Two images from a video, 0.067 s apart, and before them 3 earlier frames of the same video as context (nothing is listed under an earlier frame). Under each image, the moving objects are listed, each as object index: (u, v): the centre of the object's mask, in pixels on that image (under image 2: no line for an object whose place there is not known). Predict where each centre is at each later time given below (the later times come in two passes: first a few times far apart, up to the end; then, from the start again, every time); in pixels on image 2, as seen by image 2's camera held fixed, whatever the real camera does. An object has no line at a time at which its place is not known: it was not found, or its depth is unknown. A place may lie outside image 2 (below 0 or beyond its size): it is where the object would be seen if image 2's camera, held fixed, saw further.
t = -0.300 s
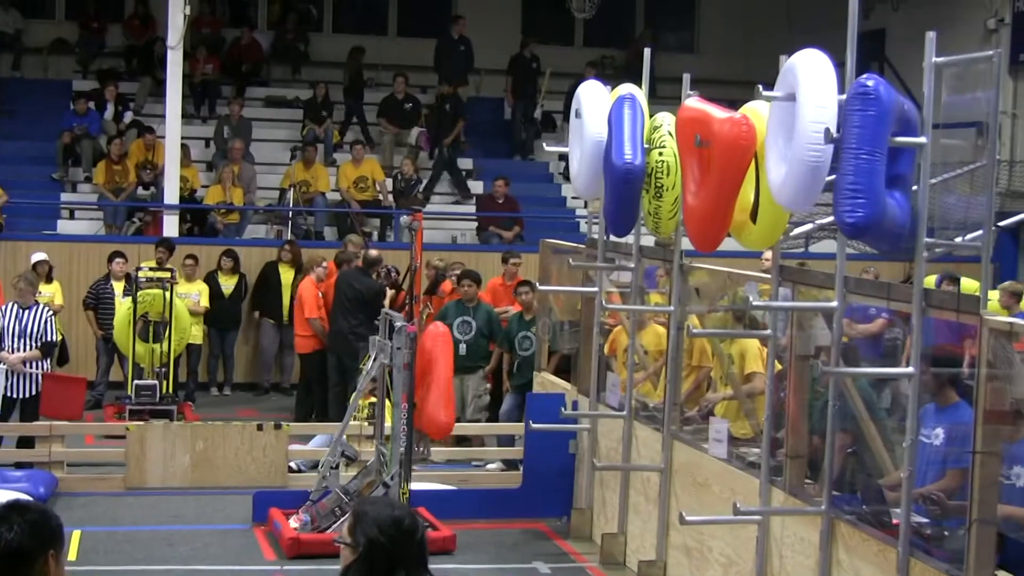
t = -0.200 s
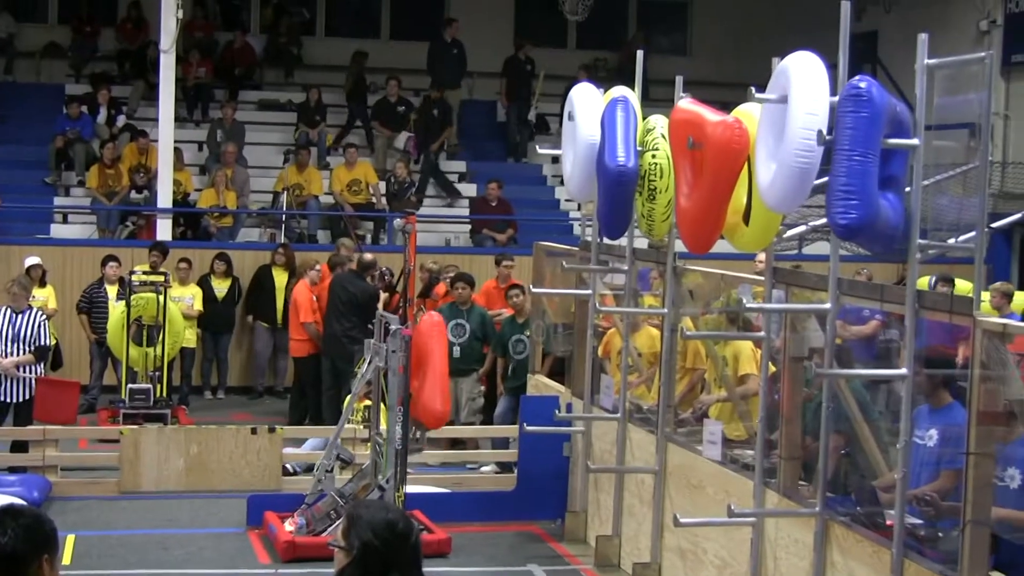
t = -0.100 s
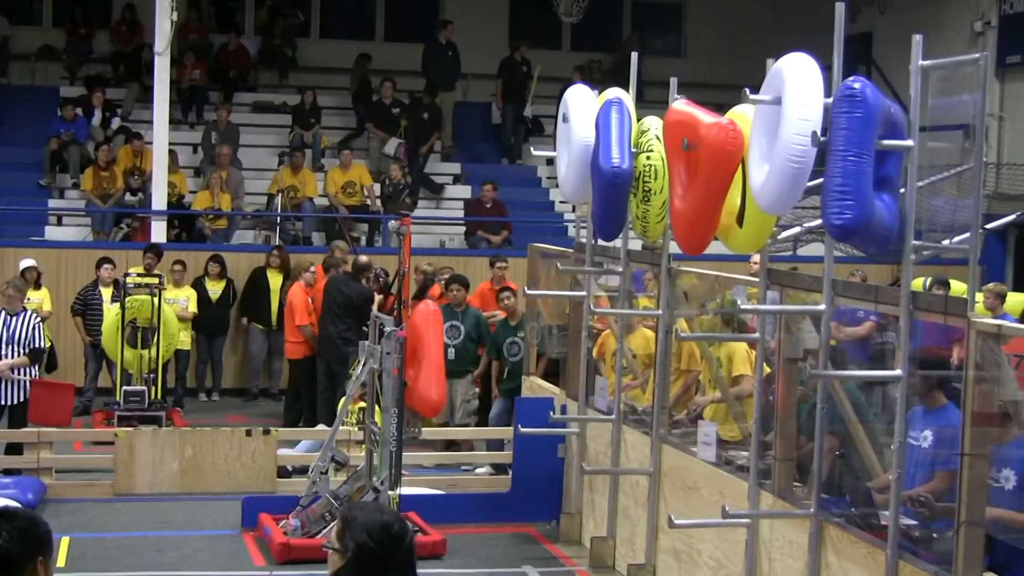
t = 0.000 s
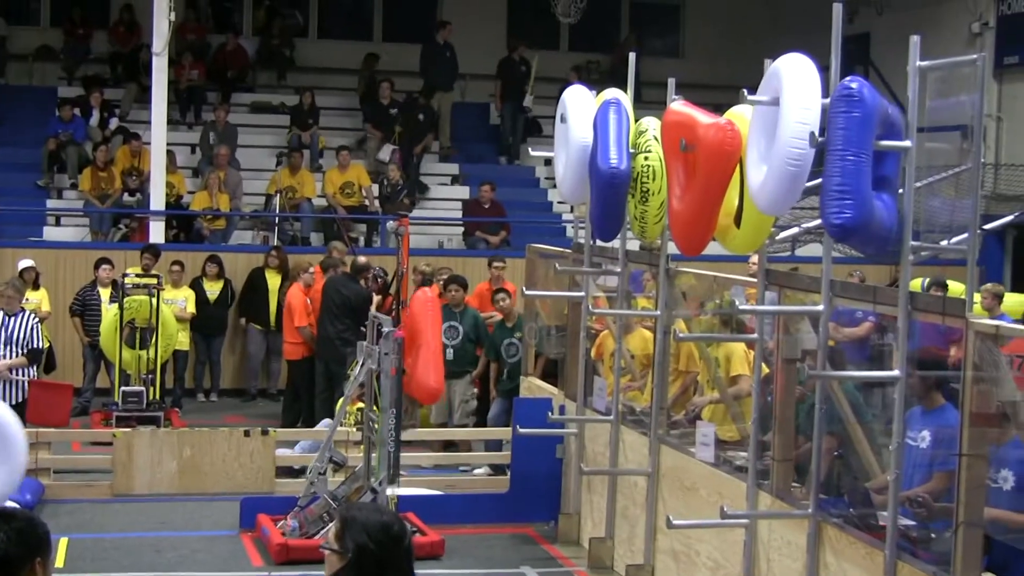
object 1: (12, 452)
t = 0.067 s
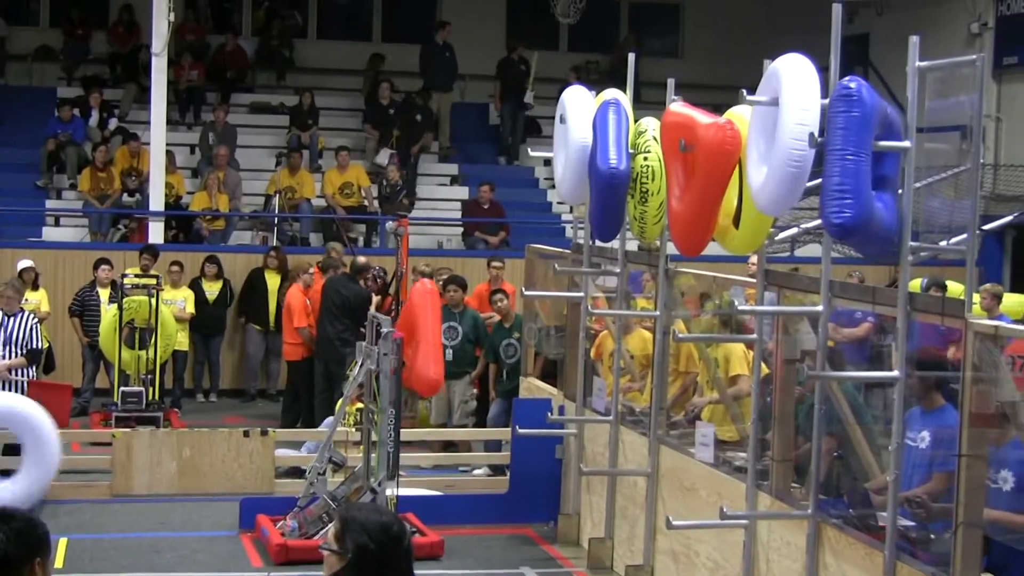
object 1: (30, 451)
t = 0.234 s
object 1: (73, 476)
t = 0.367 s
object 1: (128, 518)
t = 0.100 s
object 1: (40, 453)
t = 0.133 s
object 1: (54, 455)
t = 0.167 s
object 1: (51, 461)
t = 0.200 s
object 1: (61, 467)
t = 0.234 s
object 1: (73, 476)
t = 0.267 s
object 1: (87, 486)
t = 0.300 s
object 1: (101, 496)
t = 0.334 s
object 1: (114, 508)
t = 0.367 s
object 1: (128, 518)
